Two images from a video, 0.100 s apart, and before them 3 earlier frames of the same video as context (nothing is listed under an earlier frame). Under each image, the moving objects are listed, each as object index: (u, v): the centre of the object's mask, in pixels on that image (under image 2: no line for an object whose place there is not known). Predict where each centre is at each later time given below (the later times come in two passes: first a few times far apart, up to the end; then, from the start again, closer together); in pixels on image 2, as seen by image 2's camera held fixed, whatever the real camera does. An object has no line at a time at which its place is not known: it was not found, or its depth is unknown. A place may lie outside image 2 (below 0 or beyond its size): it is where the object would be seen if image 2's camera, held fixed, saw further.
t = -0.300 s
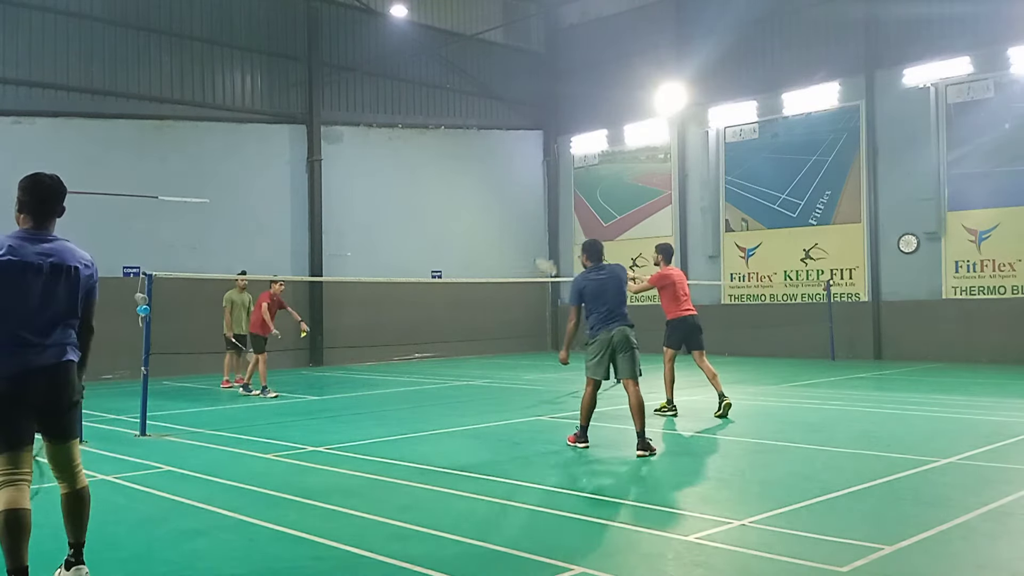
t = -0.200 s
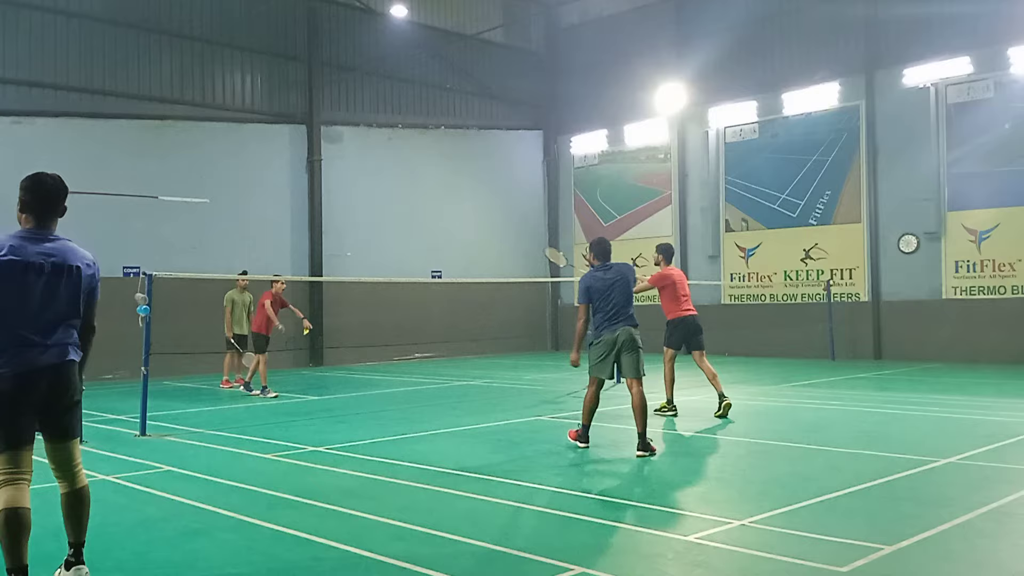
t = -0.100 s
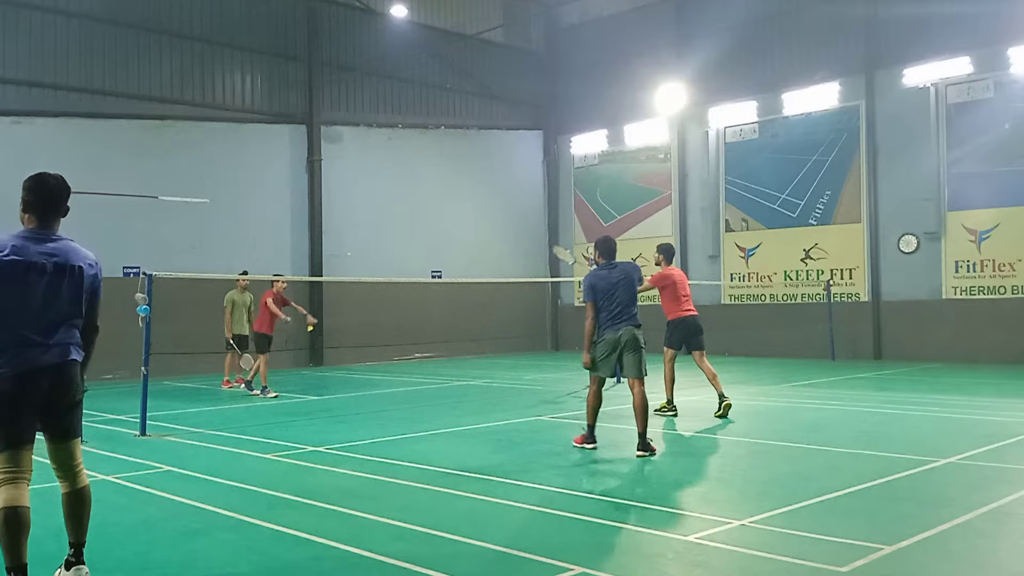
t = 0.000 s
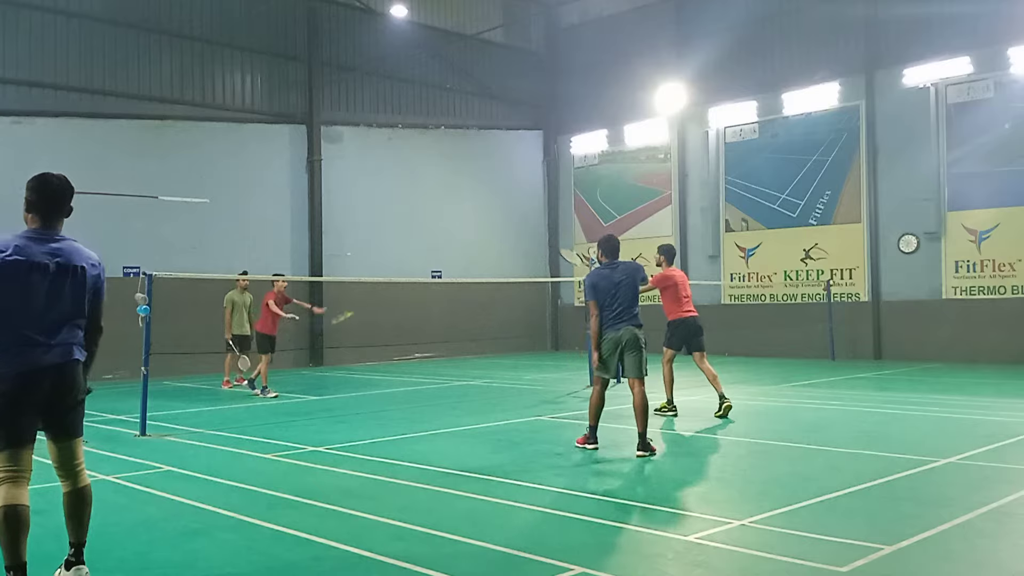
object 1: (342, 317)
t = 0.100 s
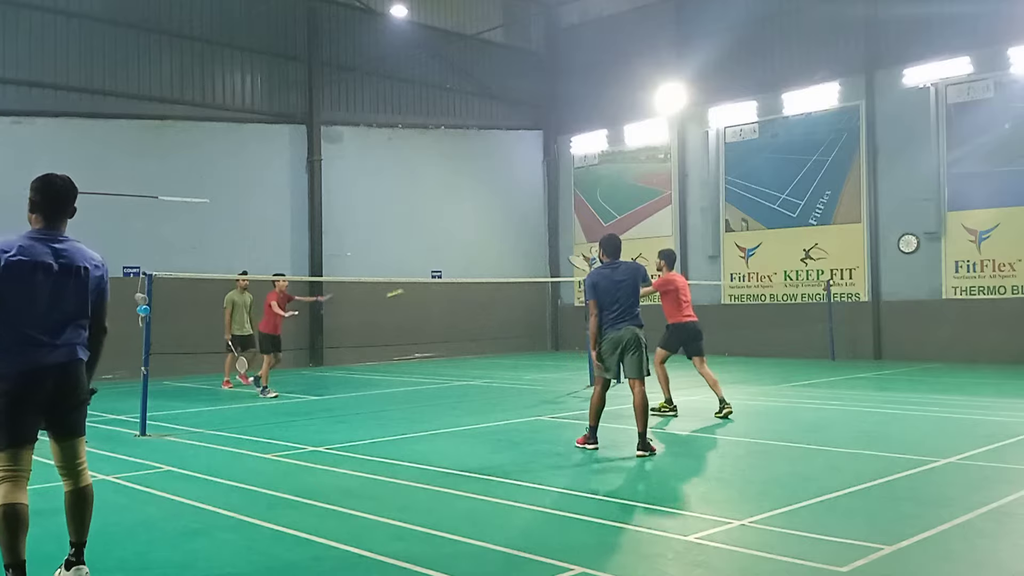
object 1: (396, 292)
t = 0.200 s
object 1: (444, 284)
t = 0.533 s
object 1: (498, 303)
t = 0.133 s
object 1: (415, 285)
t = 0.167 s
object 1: (430, 285)
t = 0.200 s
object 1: (444, 284)
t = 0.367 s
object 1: (499, 285)
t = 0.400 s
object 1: (500, 286)
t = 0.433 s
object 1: (500, 289)
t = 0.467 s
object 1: (499, 292)
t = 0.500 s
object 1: (499, 297)
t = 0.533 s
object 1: (498, 303)
